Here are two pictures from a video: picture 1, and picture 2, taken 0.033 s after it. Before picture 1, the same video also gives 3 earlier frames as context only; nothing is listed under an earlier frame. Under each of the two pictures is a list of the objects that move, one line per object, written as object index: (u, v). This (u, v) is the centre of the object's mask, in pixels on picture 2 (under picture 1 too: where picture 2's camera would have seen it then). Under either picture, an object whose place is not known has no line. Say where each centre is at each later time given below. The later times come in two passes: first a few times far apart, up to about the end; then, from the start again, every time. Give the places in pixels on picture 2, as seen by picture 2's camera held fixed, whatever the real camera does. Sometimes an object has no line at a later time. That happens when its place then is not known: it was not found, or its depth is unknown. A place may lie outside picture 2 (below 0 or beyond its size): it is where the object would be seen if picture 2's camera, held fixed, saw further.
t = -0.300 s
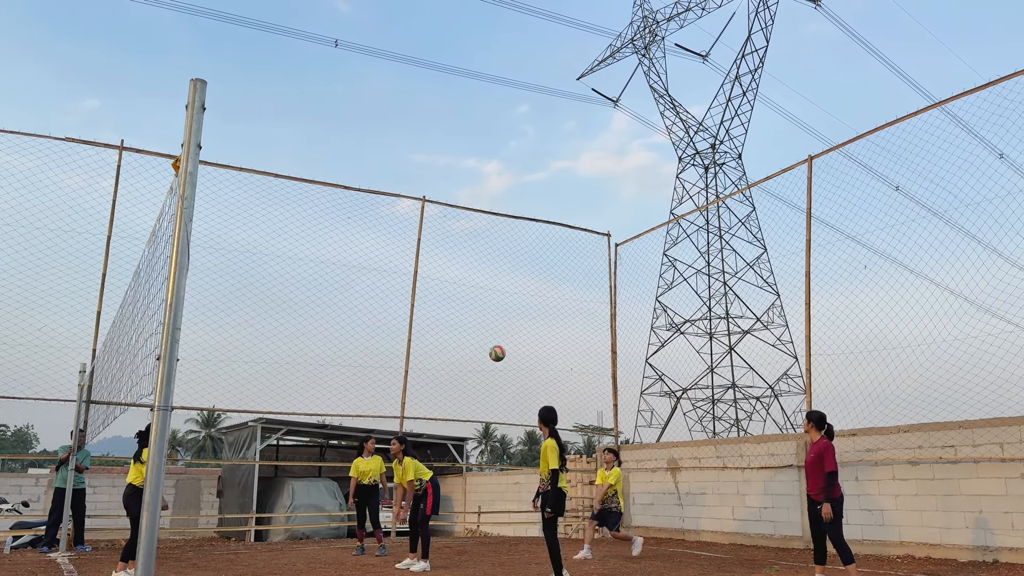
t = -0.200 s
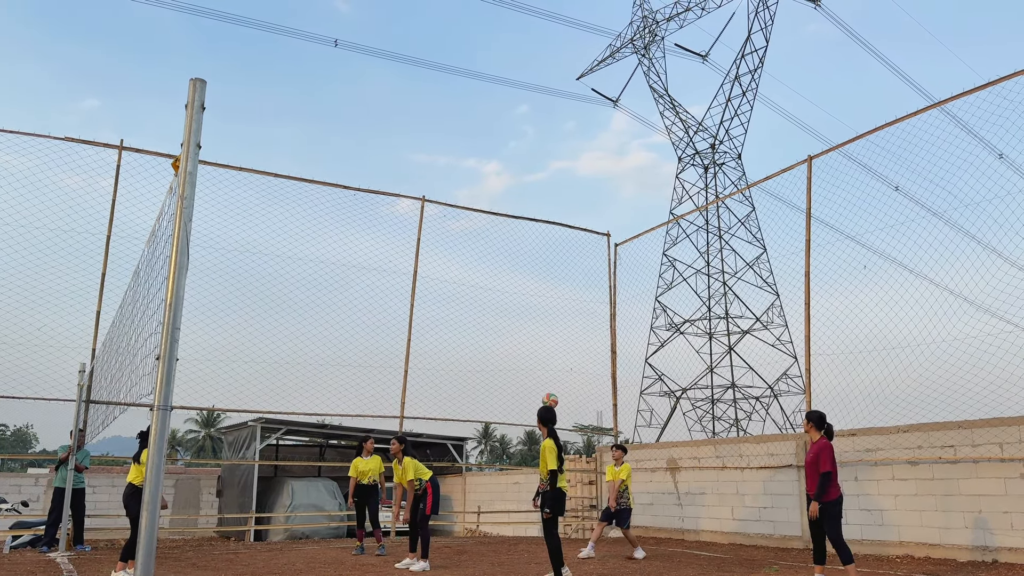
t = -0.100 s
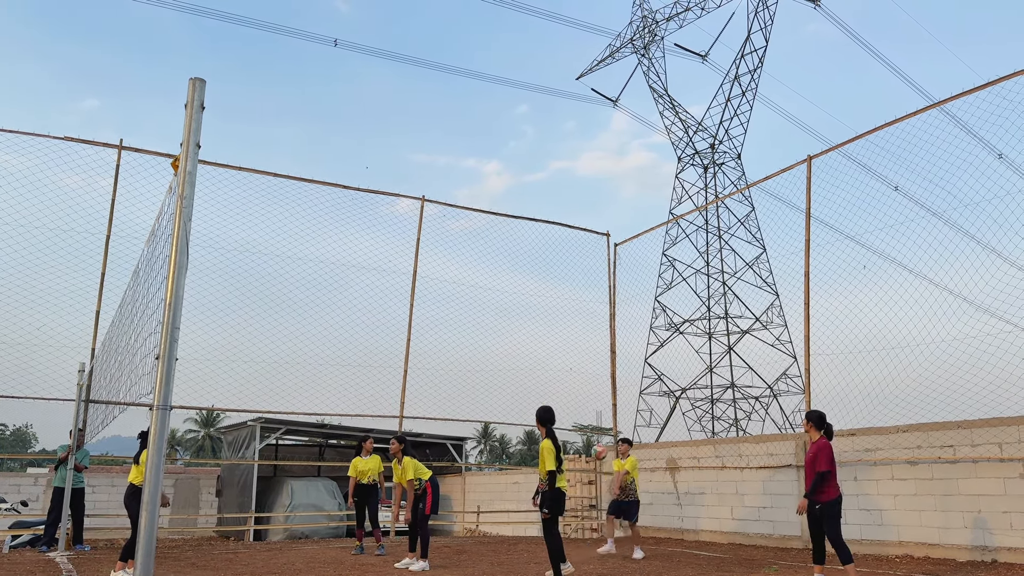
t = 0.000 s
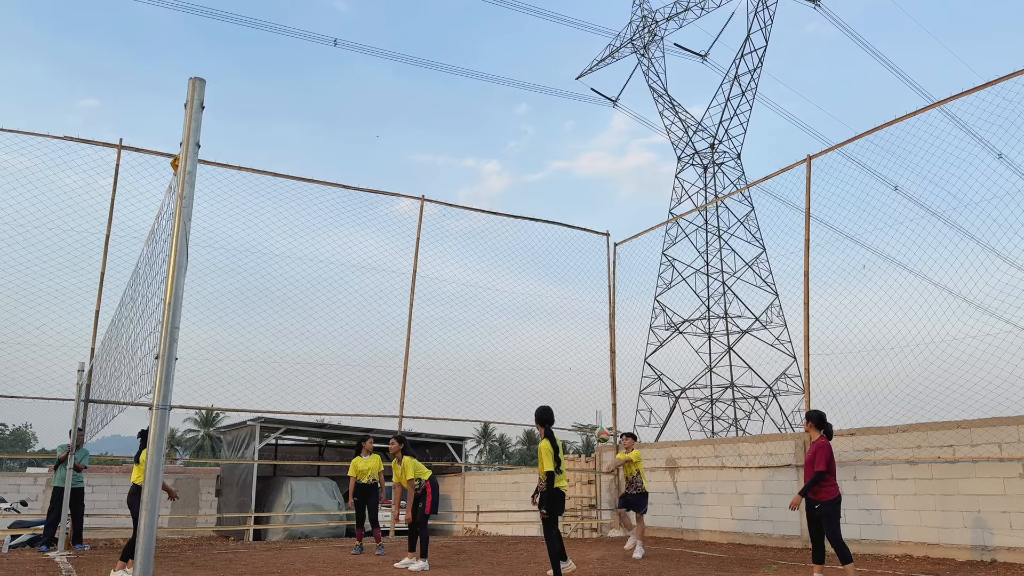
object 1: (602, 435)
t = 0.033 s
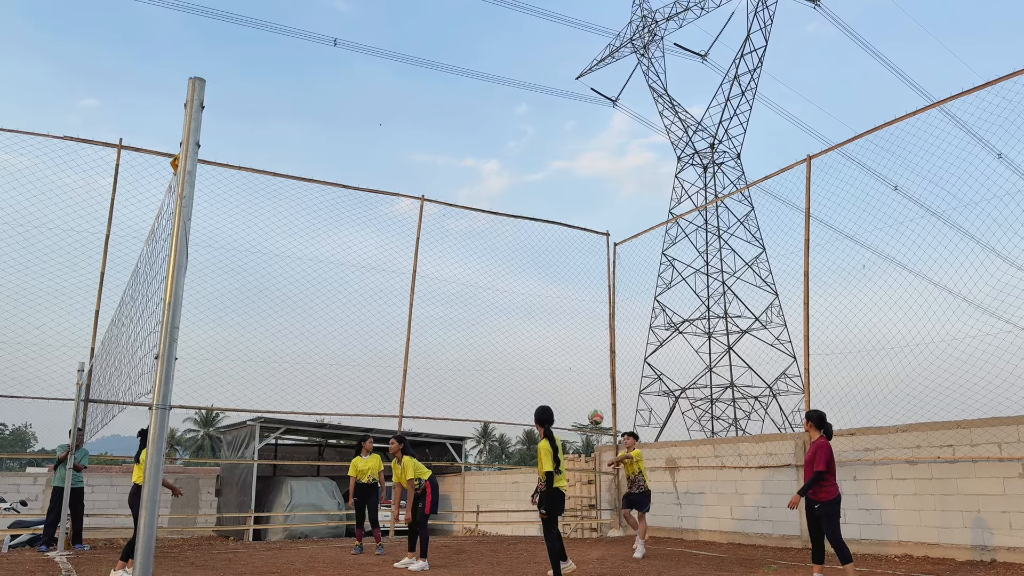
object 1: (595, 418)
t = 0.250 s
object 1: (552, 327)
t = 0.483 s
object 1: (510, 267)
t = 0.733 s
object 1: (462, 250)
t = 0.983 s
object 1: (407, 285)
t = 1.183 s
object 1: (355, 364)
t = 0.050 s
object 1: (592, 409)
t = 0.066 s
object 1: (589, 401)
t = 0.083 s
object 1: (585, 393)
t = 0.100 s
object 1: (582, 386)
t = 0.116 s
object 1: (579, 378)
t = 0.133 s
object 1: (575, 371)
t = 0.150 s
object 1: (572, 364)
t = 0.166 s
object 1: (569, 357)
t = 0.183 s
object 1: (565, 351)
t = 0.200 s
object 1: (562, 345)
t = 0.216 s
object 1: (559, 339)
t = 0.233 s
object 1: (556, 333)
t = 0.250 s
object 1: (552, 327)
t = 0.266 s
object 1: (549, 321)
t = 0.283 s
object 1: (546, 316)
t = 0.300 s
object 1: (543, 311)
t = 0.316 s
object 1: (540, 306)
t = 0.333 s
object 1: (537, 301)
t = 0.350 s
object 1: (534, 297)
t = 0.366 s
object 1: (531, 292)
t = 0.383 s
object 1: (528, 288)
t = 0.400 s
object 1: (525, 284)
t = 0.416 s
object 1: (522, 280)
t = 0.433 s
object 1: (519, 277)
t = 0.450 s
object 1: (516, 273)
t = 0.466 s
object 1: (513, 270)
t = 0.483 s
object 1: (510, 267)
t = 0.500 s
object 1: (507, 265)
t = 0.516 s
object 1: (504, 262)
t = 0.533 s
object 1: (501, 260)
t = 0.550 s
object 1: (498, 258)
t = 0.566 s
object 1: (495, 256)
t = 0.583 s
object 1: (492, 255)
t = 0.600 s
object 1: (488, 253)
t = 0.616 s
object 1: (485, 252)
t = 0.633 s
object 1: (482, 251)
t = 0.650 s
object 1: (479, 250)
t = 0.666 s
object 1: (475, 250)
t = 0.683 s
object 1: (472, 249)
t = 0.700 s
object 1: (469, 249)
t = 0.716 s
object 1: (465, 250)
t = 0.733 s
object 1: (462, 250)
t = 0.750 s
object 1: (459, 251)
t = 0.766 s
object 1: (455, 251)
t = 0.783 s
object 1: (452, 252)
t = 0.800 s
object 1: (448, 254)
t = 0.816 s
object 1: (445, 256)
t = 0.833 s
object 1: (441, 257)
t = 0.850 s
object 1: (437, 259)
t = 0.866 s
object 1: (434, 261)
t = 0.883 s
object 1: (430, 264)
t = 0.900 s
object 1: (426, 267)
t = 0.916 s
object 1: (423, 270)
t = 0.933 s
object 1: (419, 273)
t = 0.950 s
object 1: (415, 277)
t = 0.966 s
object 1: (411, 281)
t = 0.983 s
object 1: (407, 285)
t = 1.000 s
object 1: (403, 290)
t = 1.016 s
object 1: (399, 295)
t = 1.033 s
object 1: (395, 300)
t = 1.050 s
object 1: (390, 306)
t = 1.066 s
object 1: (386, 312)
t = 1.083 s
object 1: (382, 318)
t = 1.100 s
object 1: (378, 325)
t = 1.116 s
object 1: (373, 332)
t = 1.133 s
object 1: (369, 339)
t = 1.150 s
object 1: (364, 347)
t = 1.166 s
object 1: (360, 355)
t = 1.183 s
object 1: (355, 364)
